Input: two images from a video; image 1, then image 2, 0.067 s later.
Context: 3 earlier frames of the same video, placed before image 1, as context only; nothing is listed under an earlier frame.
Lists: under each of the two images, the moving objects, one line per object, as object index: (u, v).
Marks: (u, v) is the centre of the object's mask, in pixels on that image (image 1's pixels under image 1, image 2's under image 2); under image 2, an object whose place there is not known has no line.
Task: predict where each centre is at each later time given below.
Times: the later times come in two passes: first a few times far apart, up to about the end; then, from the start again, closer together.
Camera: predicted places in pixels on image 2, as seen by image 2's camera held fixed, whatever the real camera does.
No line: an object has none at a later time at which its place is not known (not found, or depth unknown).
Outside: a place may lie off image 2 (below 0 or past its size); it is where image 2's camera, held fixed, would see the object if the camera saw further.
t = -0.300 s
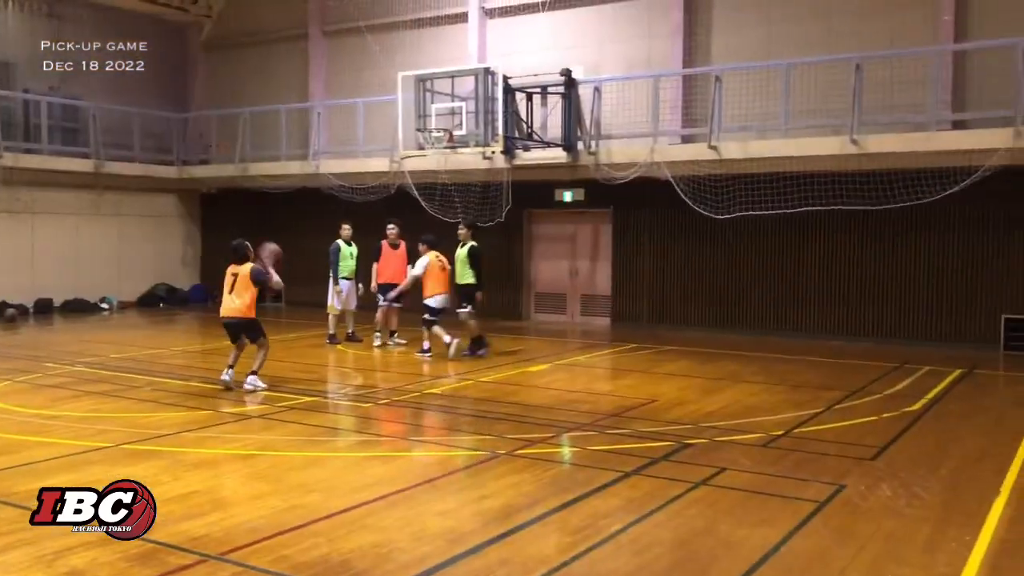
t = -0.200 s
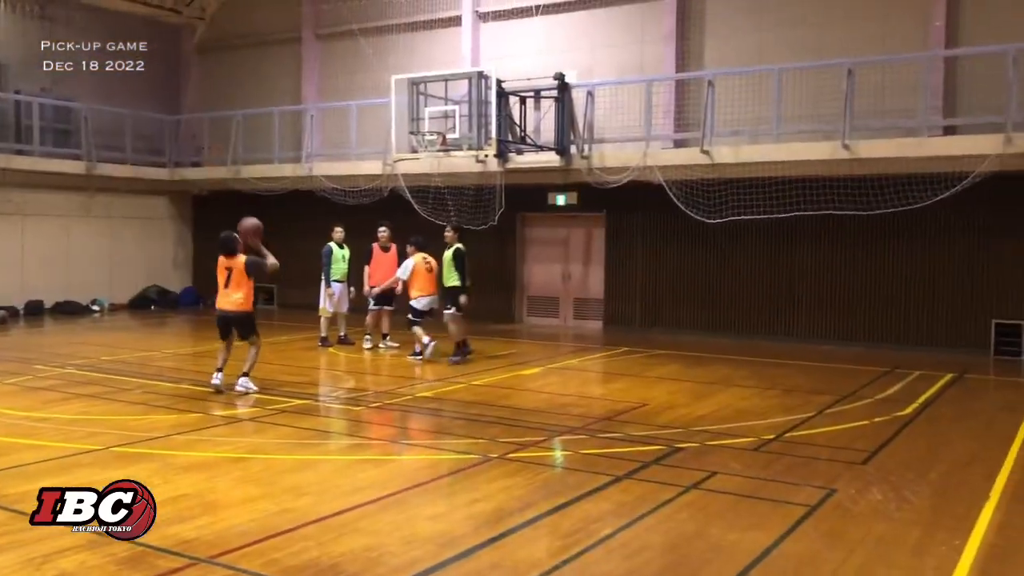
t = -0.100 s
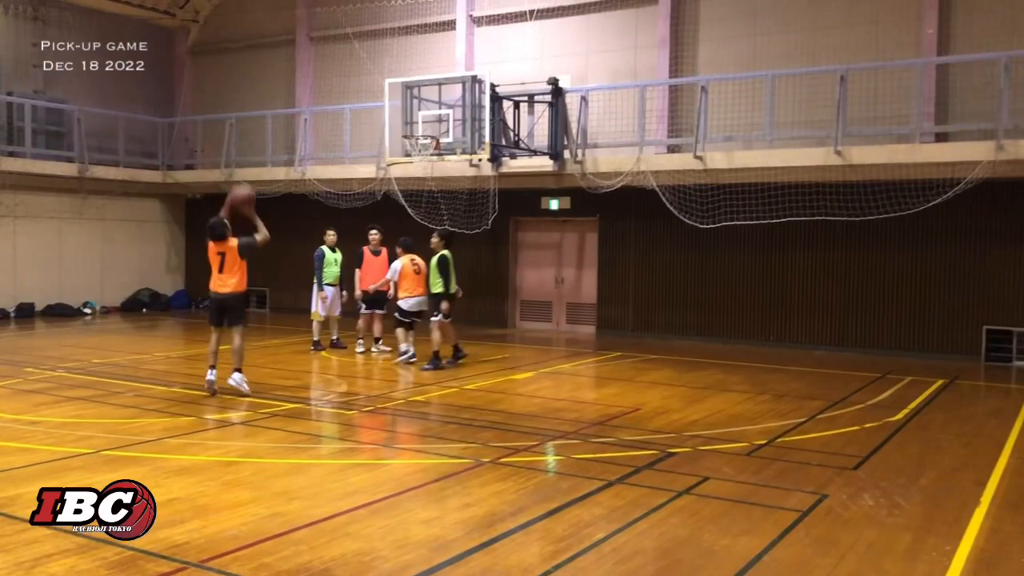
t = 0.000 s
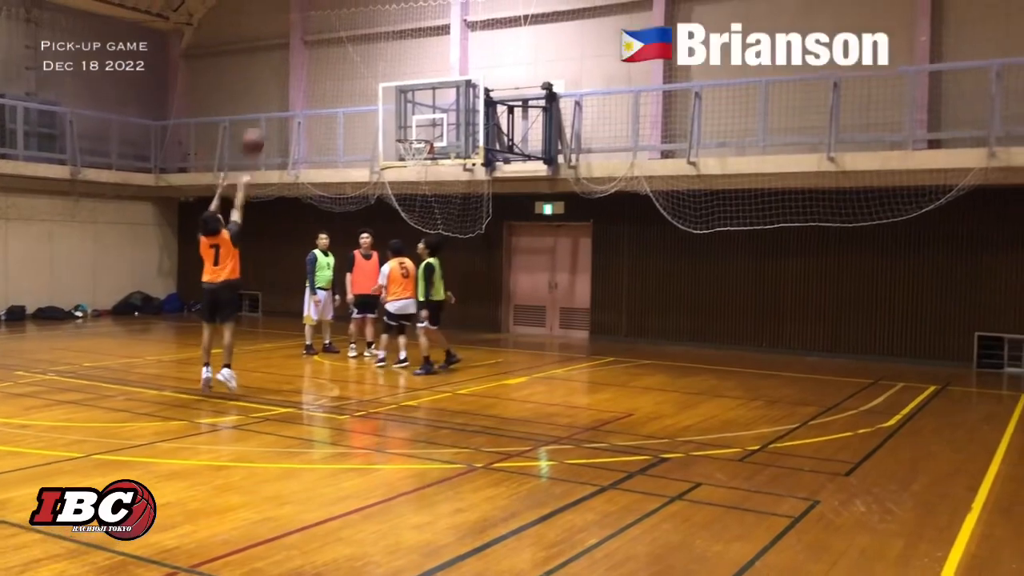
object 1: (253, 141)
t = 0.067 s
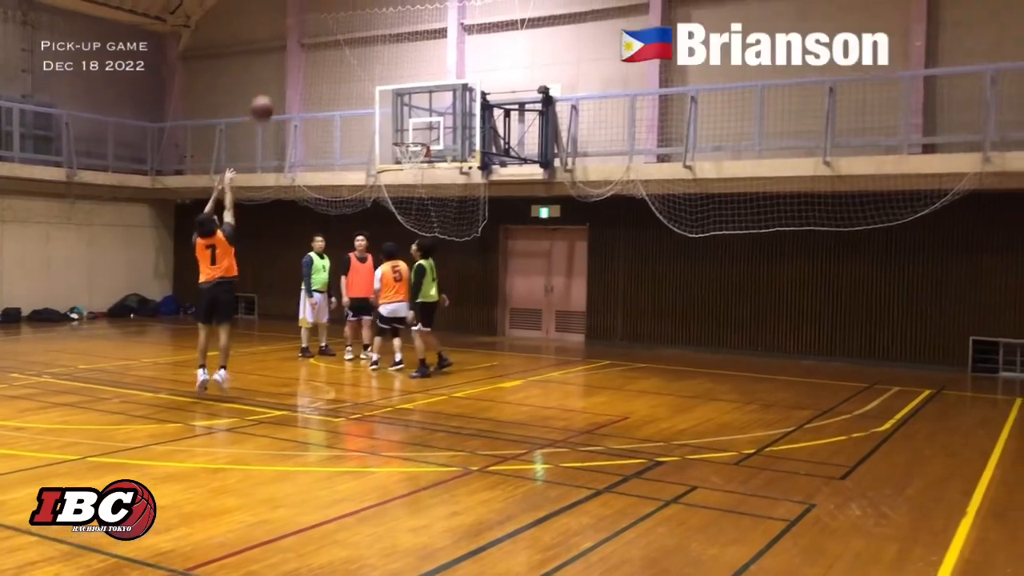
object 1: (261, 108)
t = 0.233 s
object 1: (289, 42)
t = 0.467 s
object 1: (323, 0)
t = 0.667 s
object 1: (348, 2)
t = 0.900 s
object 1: (373, 42)
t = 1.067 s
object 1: (389, 94)
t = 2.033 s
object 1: (420, 204)
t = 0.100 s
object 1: (267, 92)
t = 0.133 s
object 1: (273, 78)
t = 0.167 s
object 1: (279, 64)
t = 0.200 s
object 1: (285, 53)
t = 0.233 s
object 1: (289, 42)
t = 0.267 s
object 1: (294, 32)
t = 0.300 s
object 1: (299, 25)
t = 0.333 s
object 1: (304, 17)
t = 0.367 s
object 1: (310, 11)
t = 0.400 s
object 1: (314, 7)
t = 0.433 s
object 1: (319, 3)
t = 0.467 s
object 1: (323, 0)
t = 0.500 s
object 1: (327, -2)
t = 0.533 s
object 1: (331, -3)
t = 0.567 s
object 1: (336, -3)
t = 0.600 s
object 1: (340, -2)
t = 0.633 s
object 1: (344, 0)
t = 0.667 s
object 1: (348, 2)
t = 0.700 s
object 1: (352, 6)
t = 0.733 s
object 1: (356, 10)
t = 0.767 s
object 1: (360, 15)
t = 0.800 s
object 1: (363, 20)
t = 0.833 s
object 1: (367, 27)
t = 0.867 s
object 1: (370, 33)
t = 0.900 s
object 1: (373, 42)
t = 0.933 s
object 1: (377, 51)
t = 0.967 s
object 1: (380, 61)
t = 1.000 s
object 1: (383, 71)
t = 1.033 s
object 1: (386, 82)
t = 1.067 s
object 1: (389, 94)
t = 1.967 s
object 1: (418, 190)
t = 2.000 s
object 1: (417, 196)
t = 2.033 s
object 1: (420, 204)
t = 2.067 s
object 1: (420, 211)
